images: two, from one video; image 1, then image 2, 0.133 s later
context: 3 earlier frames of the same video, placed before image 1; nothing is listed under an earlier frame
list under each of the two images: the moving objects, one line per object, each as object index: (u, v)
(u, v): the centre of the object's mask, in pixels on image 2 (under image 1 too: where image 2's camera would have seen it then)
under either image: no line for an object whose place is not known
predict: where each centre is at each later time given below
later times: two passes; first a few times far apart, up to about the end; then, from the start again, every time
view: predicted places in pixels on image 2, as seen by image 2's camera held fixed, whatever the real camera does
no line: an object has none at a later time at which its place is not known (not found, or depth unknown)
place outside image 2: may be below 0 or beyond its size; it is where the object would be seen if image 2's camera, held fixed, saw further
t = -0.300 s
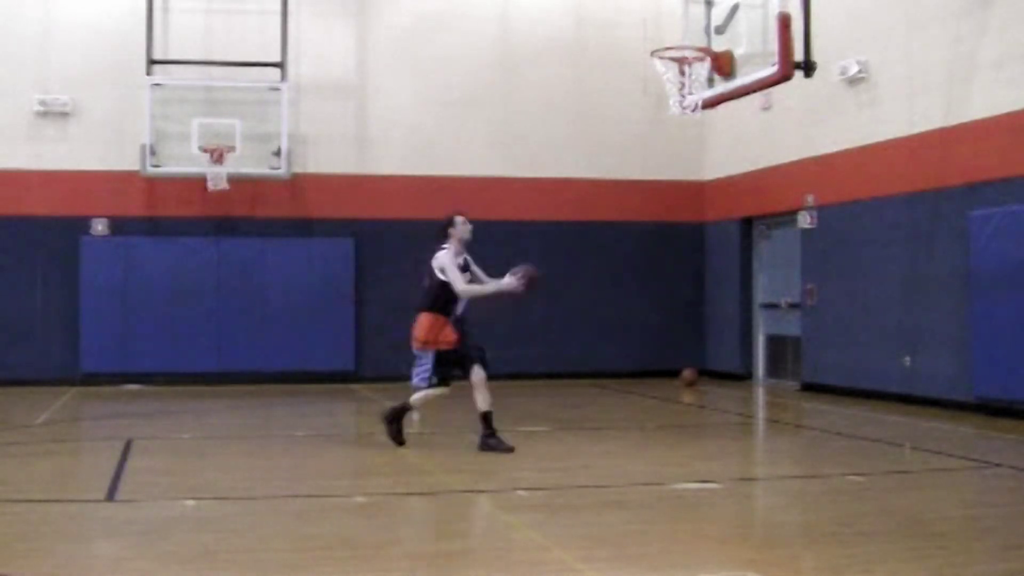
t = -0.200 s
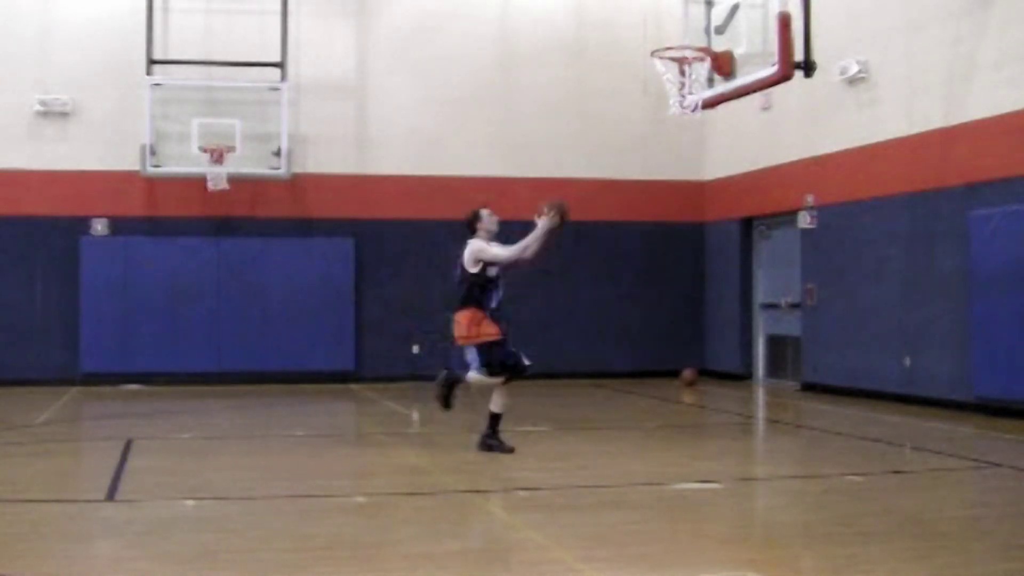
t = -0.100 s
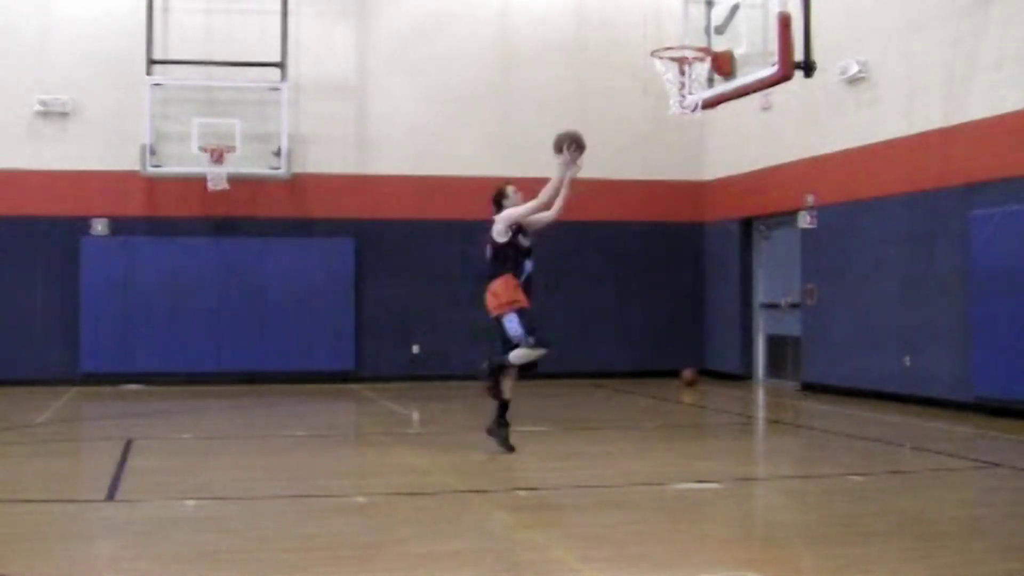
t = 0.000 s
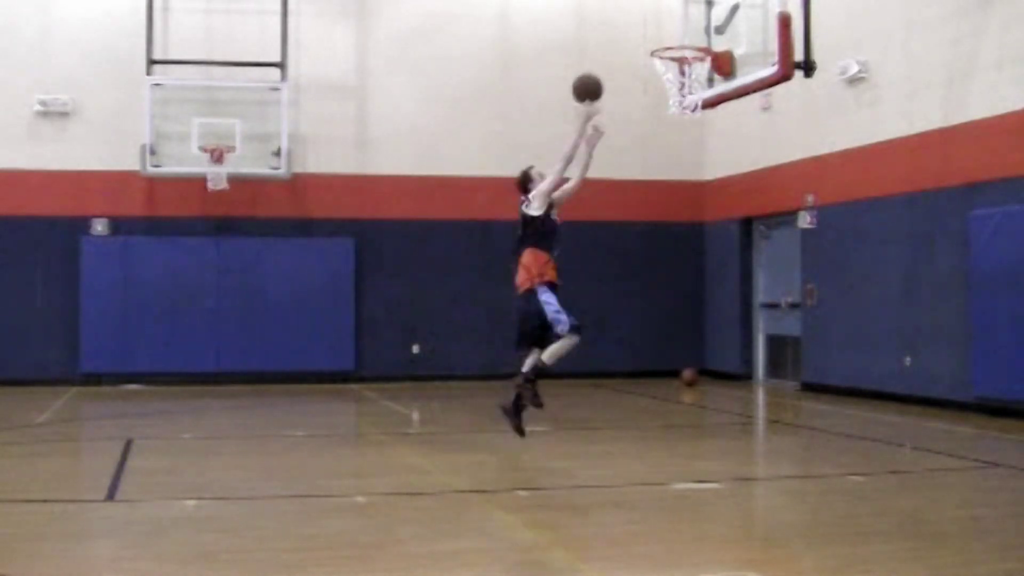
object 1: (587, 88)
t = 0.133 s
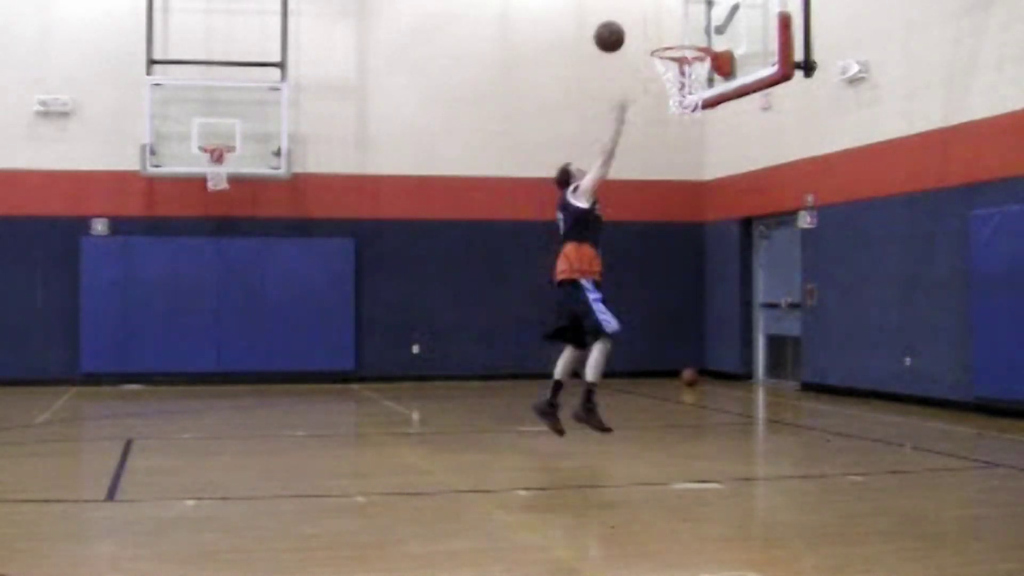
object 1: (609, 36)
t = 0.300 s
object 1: (636, 9)
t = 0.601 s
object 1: (685, 33)
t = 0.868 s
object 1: (662, 104)
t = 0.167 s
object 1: (614, 28)
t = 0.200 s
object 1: (619, 20)
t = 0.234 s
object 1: (626, 14)
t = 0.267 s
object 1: (631, 11)
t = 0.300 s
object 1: (636, 9)
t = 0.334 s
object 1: (640, 8)
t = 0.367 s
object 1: (646, 8)
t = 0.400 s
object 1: (651, 8)
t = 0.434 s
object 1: (657, 9)
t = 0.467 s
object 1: (663, 10)
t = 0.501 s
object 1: (668, 13)
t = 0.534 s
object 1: (673, 18)
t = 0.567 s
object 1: (678, 25)
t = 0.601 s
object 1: (685, 33)
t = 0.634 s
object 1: (688, 42)
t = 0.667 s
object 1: (694, 54)
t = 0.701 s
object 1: (689, 60)
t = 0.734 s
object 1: (681, 70)
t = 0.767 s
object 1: (677, 78)
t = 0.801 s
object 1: (671, 90)
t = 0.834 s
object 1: (667, 97)
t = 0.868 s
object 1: (662, 104)
